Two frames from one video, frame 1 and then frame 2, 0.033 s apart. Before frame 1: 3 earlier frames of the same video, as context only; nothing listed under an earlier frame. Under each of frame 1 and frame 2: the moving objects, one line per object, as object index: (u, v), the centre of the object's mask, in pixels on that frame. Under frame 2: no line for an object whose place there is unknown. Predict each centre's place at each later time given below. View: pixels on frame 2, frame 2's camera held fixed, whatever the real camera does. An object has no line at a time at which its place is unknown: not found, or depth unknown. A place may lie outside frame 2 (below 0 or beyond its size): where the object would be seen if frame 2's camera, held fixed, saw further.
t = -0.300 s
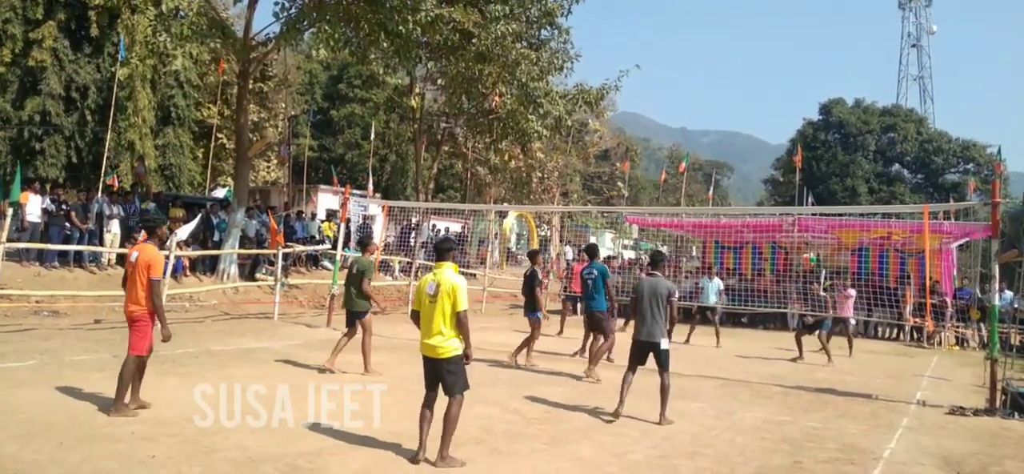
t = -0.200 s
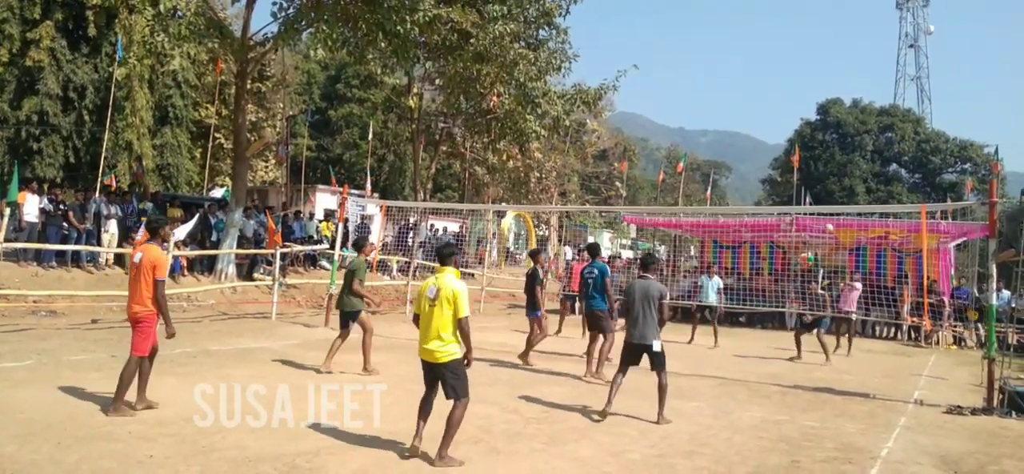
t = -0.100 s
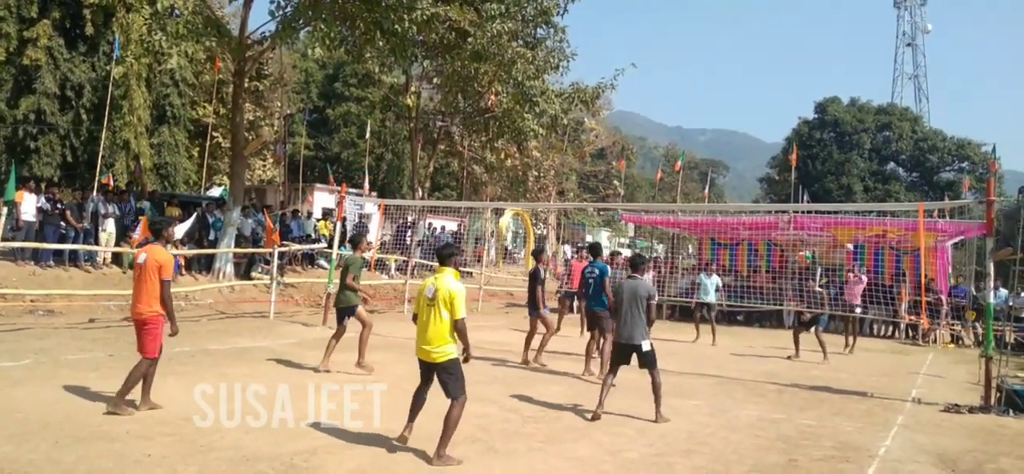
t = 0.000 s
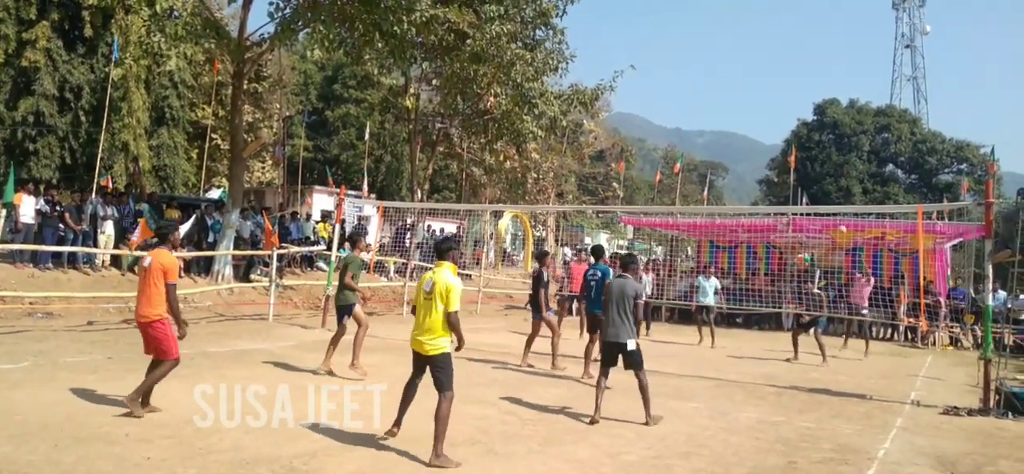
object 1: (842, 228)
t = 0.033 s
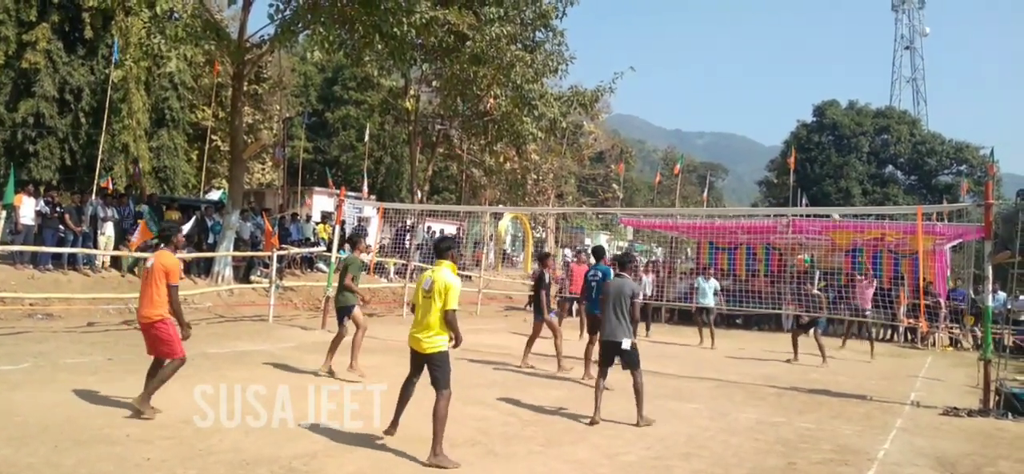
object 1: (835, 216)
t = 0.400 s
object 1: (748, 95)
